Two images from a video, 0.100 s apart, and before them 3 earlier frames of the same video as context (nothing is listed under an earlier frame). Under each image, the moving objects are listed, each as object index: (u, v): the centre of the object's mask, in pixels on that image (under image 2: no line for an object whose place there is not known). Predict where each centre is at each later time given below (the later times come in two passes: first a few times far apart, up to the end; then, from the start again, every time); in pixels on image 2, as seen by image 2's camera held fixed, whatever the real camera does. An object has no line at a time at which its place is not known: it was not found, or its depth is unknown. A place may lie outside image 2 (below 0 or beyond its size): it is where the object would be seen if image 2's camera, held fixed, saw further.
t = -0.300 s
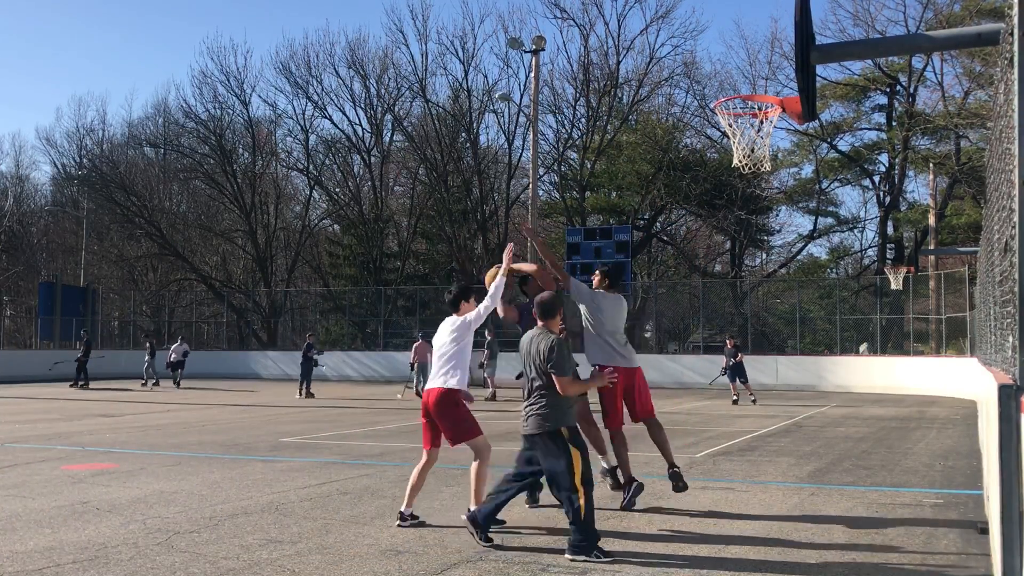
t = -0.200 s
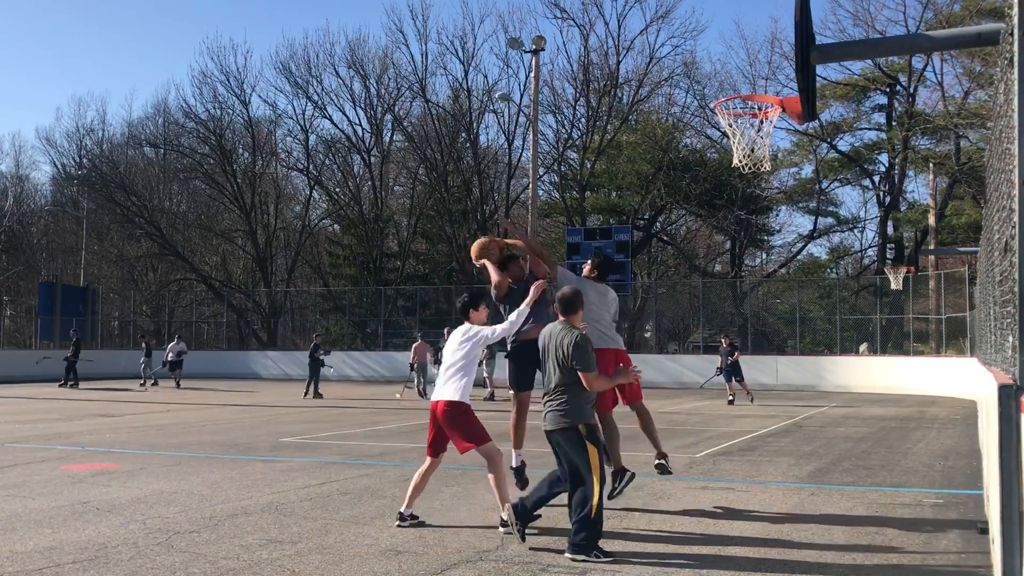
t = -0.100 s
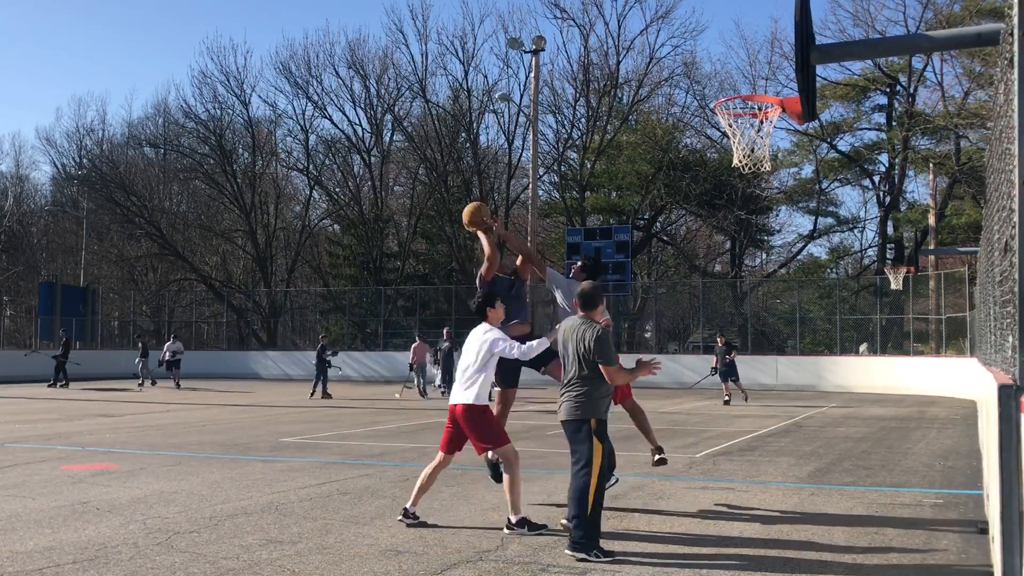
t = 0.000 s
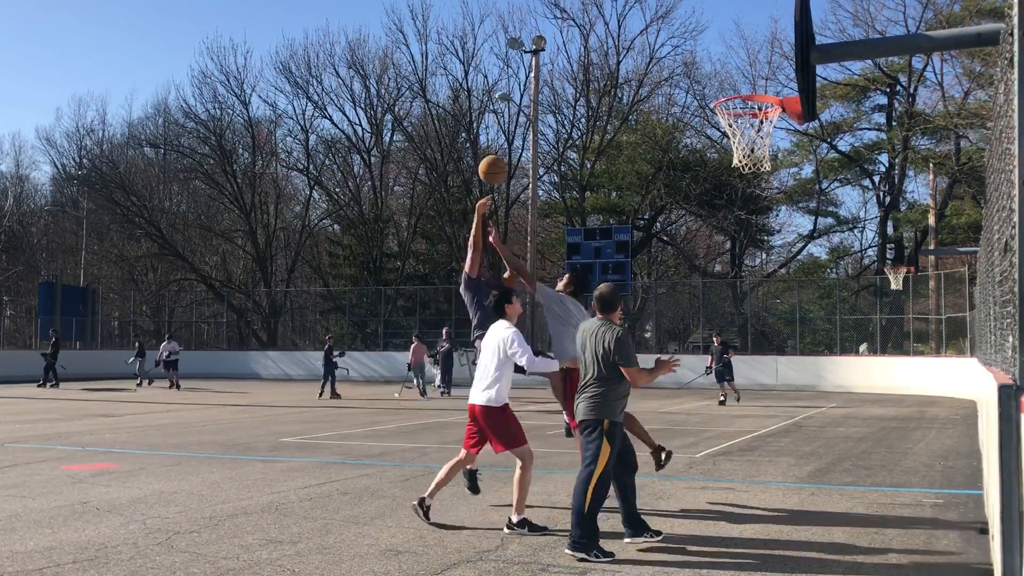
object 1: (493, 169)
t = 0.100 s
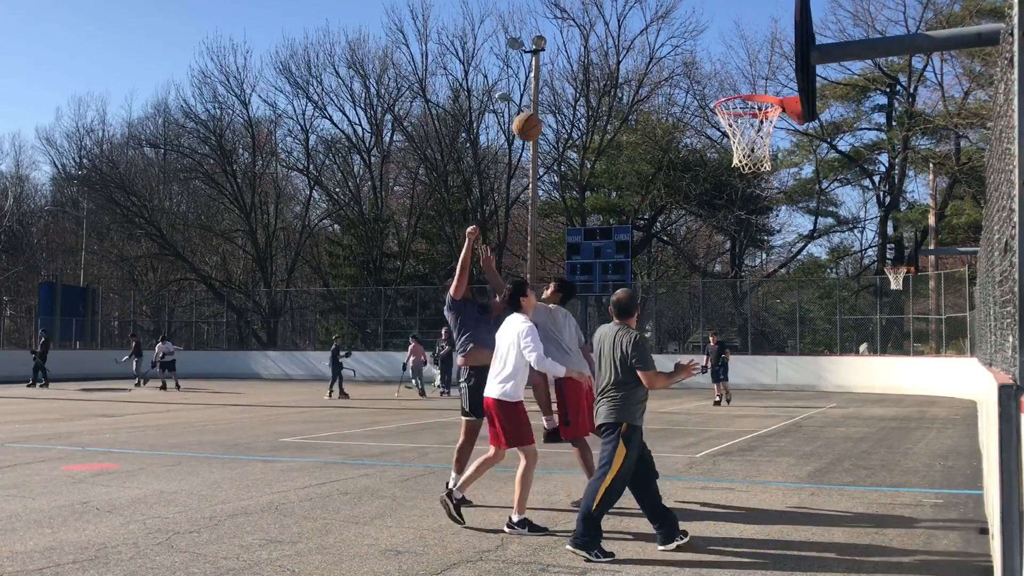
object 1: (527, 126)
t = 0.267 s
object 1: (586, 79)
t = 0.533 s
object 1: (683, 70)
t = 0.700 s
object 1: (746, 109)
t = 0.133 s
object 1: (539, 114)
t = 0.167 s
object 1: (550, 102)
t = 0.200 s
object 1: (562, 94)
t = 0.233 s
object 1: (574, 86)
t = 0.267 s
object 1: (586, 79)
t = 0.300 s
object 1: (597, 73)
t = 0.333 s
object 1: (609, 69)
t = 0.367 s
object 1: (621, 66)
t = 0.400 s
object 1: (633, 64)
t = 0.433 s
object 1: (646, 63)
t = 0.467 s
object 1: (658, 64)
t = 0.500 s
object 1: (670, 66)
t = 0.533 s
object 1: (683, 70)
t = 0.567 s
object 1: (694, 75)
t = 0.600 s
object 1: (707, 81)
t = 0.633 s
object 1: (719, 87)
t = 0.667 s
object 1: (732, 97)
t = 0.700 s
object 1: (746, 109)
